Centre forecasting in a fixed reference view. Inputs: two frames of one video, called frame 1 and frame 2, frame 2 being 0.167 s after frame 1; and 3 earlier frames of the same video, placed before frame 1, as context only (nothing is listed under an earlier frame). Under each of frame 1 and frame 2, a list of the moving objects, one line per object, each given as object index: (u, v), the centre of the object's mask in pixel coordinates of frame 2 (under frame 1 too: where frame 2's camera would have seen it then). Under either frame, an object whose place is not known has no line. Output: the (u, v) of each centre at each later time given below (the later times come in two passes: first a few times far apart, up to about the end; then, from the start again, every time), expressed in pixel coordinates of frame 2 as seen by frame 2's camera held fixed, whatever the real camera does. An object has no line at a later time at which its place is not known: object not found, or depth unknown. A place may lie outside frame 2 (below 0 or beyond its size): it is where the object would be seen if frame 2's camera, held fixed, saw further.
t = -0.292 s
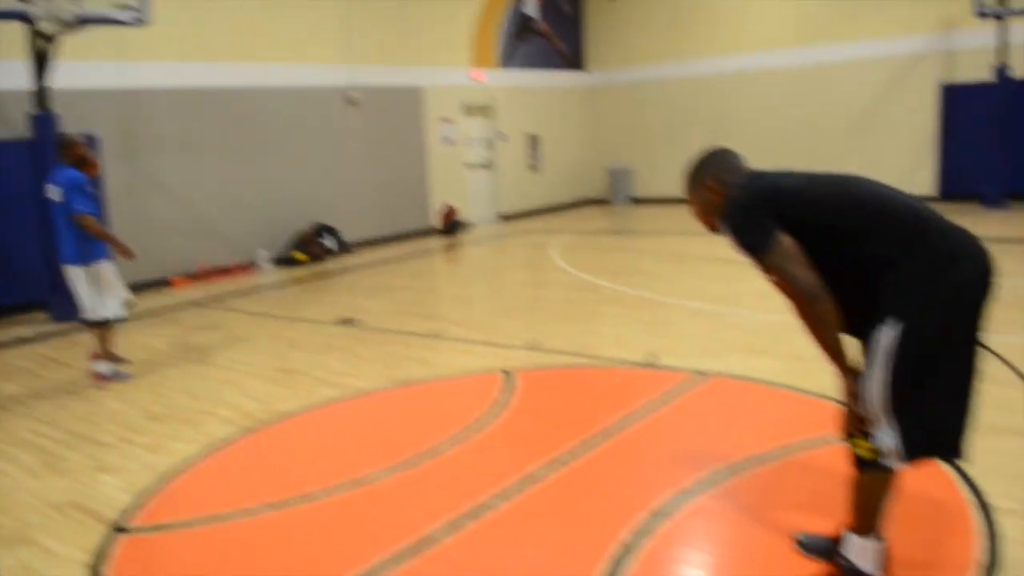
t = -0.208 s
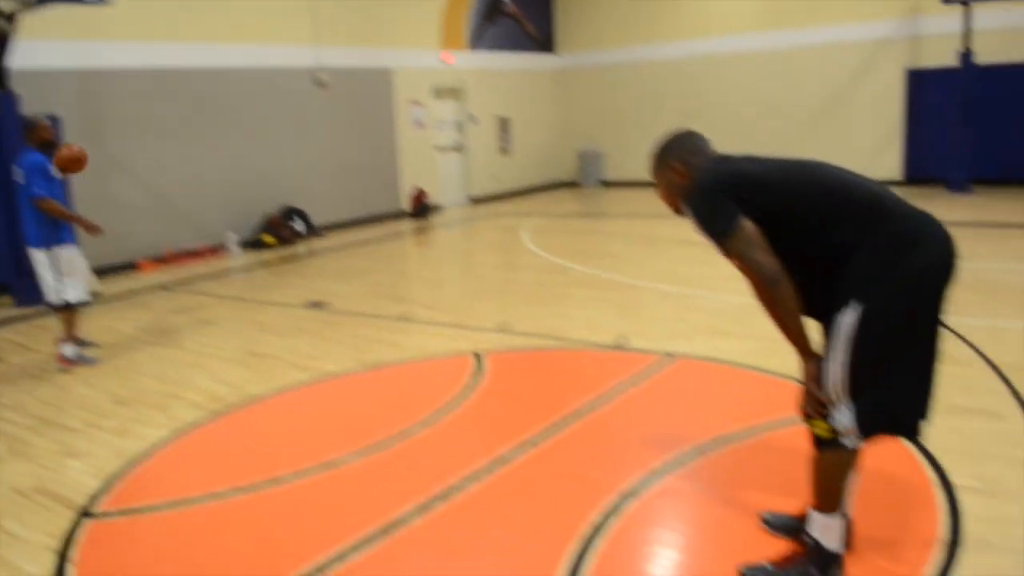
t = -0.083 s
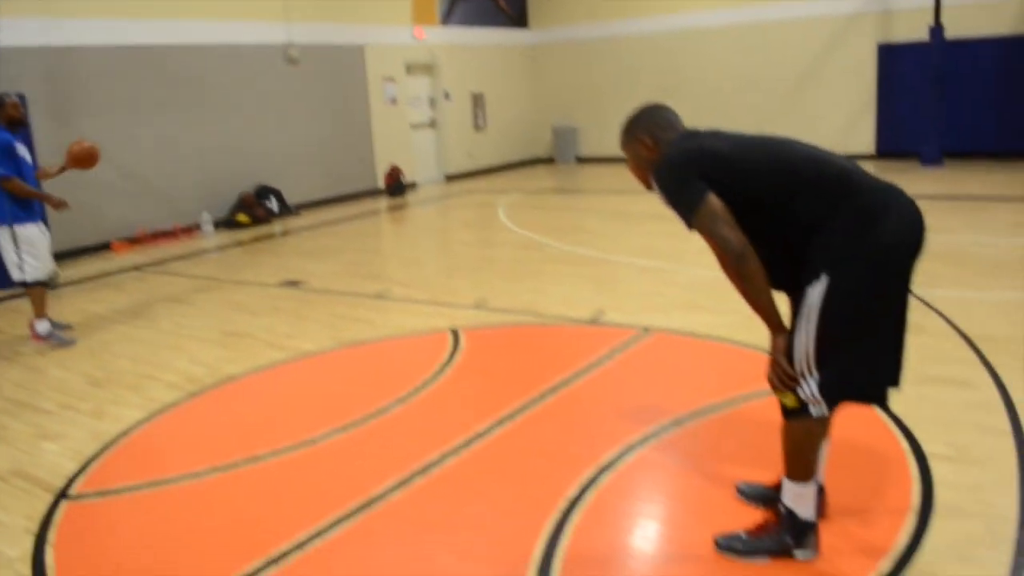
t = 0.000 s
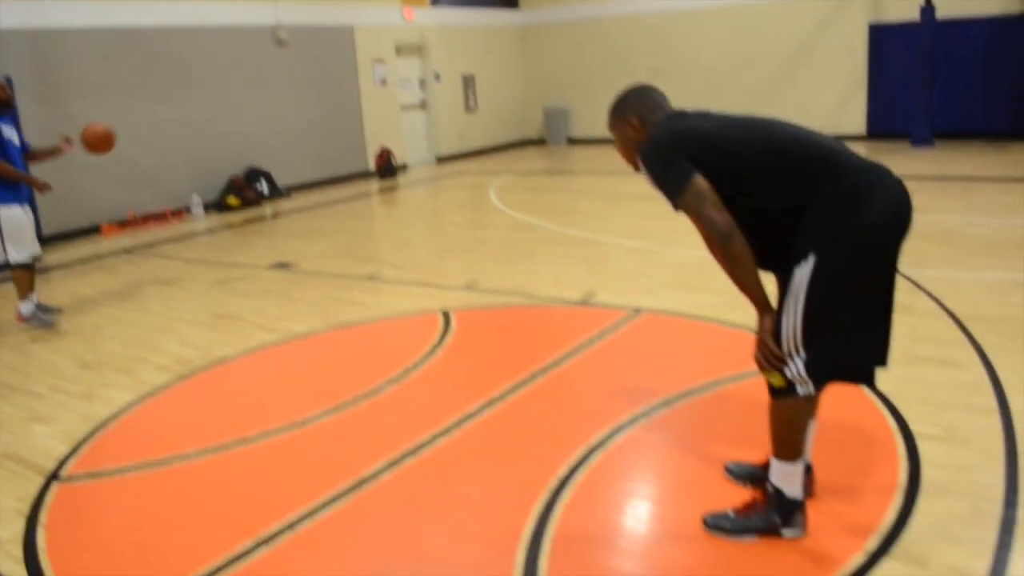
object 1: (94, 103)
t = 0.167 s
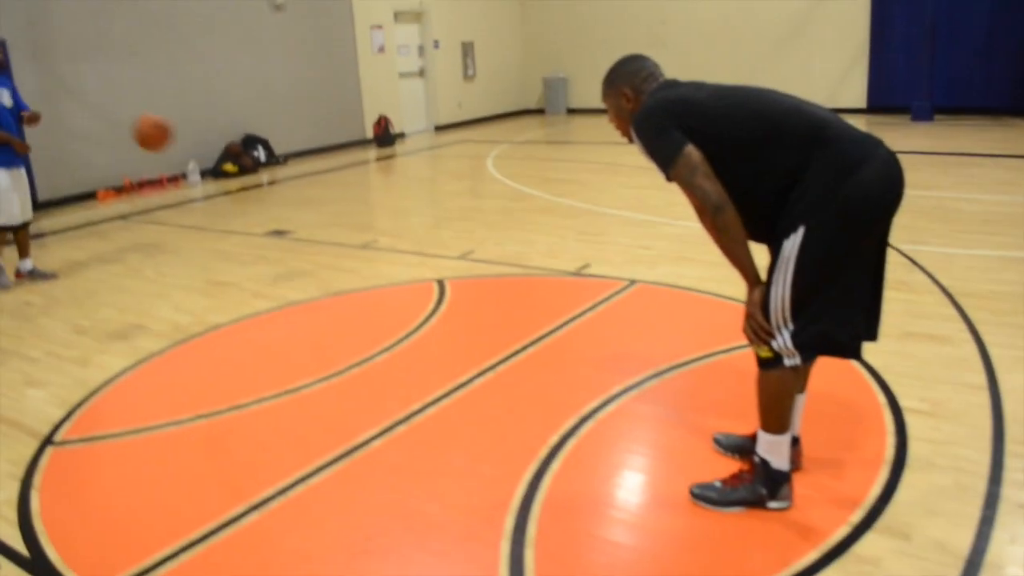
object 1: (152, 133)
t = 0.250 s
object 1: (191, 168)
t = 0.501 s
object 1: (350, 323)
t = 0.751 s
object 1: (485, 238)
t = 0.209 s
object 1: (171, 149)
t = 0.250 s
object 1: (191, 168)
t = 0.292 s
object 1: (215, 192)
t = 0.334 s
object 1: (238, 222)
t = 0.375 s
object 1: (267, 257)
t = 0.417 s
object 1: (298, 301)
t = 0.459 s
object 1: (334, 344)
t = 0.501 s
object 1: (350, 323)
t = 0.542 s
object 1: (368, 304)
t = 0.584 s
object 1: (387, 285)
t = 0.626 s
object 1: (409, 269)
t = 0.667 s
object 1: (432, 256)
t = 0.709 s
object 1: (458, 245)
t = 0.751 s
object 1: (485, 238)
